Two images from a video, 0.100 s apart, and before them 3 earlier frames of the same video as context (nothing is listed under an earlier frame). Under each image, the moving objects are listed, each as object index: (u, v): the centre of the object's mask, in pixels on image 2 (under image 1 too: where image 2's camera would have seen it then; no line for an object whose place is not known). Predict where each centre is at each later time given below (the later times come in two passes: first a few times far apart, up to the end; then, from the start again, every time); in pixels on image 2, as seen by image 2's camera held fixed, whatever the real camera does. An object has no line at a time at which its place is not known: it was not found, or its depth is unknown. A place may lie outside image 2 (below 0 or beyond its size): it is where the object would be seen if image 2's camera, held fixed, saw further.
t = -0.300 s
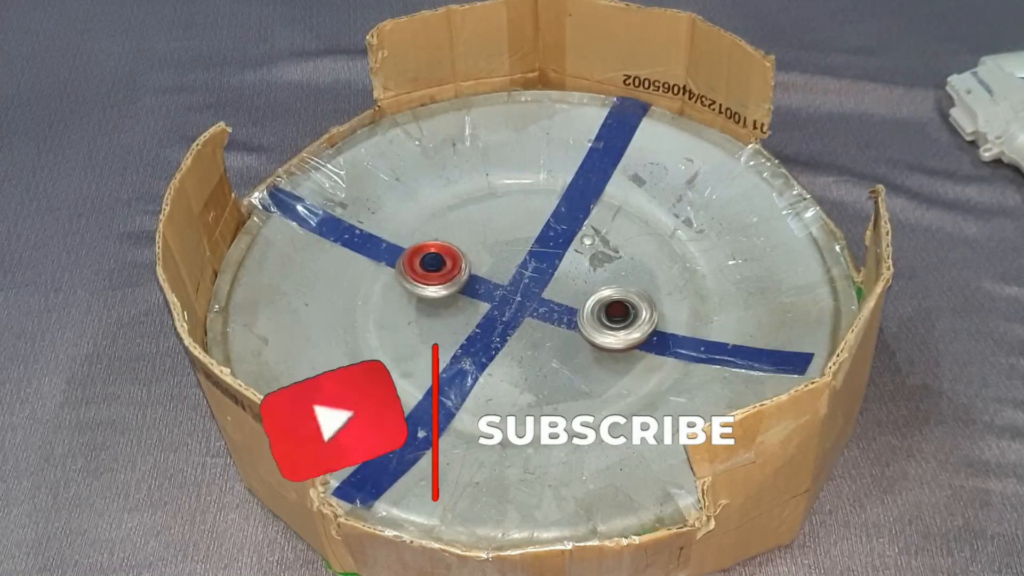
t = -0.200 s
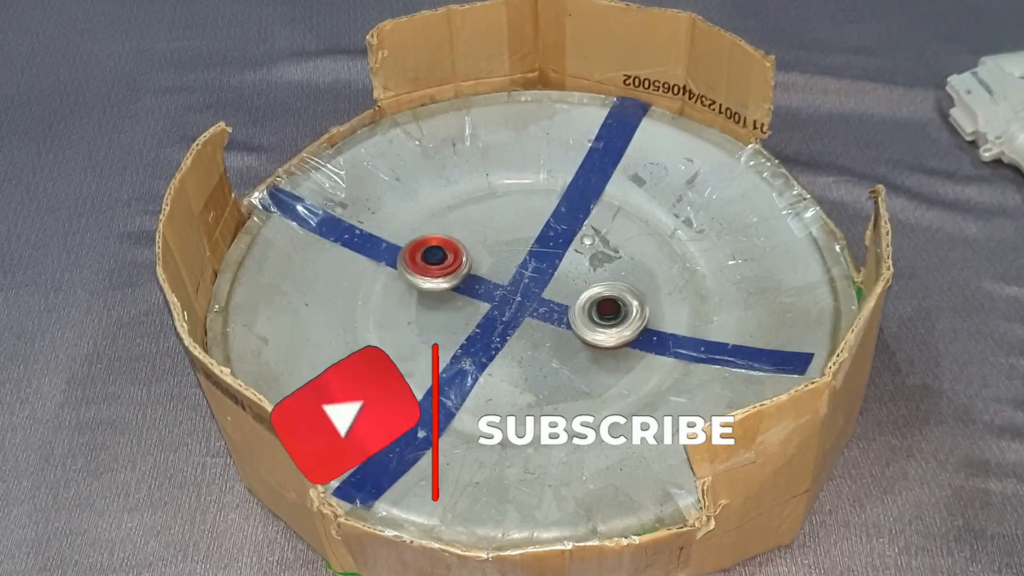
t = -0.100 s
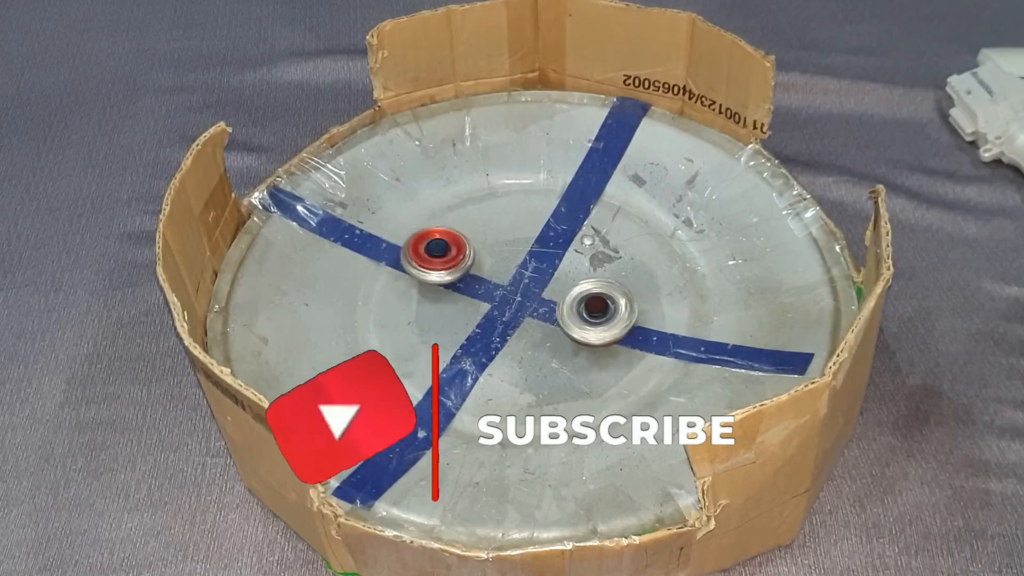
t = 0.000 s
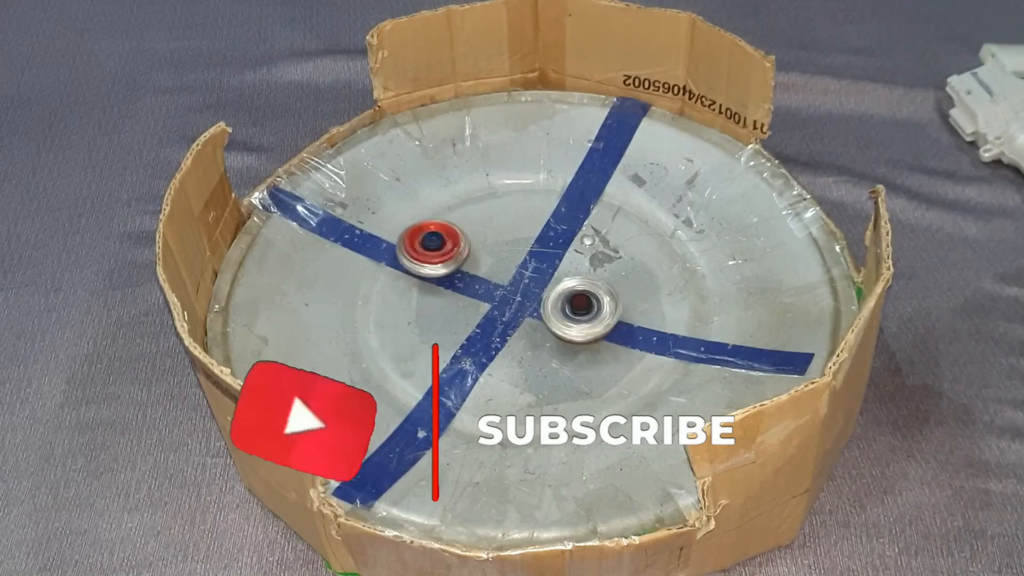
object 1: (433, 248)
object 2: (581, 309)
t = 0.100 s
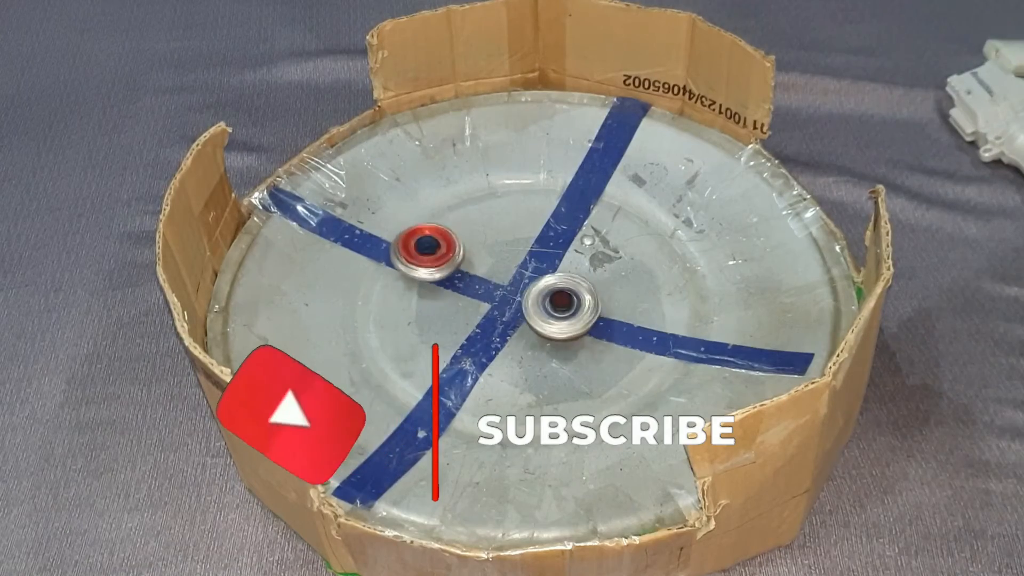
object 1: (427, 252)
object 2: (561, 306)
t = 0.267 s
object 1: (440, 254)
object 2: (532, 303)
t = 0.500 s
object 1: (464, 252)
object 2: (489, 297)
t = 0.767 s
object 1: (480, 248)
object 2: (446, 314)
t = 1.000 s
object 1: (484, 261)
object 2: (423, 323)
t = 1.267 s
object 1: (513, 270)
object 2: (409, 317)
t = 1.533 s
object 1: (515, 270)
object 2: (408, 294)
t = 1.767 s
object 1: (513, 281)
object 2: (412, 266)
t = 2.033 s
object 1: (508, 285)
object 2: (427, 236)
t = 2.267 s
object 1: (510, 288)
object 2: (440, 225)
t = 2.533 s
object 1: (508, 289)
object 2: (457, 228)
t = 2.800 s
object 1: (526, 282)
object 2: (455, 235)
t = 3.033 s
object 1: (551, 286)
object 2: (453, 235)
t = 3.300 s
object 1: (565, 295)
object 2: (461, 249)
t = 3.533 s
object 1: (570, 307)
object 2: (479, 263)
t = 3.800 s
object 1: (571, 308)
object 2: (502, 268)
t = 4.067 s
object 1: (564, 312)
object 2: (516, 263)
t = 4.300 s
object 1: (596, 345)
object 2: (465, 206)
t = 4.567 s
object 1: (605, 345)
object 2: (434, 207)
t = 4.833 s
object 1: (575, 340)
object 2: (425, 246)
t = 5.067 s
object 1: (554, 329)
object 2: (458, 279)
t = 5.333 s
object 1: (558, 313)
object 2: (454, 249)
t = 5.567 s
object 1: (531, 288)
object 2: (443, 221)
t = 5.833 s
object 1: (507, 257)
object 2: (433, 222)
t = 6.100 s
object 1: (499, 230)
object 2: (426, 244)
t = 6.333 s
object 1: (508, 216)
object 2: (434, 272)
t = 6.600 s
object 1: (511, 226)
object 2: (477, 279)
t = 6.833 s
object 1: (511, 231)
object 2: (489, 281)
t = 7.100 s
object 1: (492, 234)
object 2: (479, 286)
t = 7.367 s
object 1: (459, 243)
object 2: (473, 301)
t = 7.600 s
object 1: (437, 255)
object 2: (473, 300)
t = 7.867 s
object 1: (405, 253)
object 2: (480, 298)
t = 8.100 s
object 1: (400, 254)
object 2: (472, 285)
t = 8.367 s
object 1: (423, 252)
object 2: (479, 283)
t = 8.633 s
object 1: (448, 251)
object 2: (506, 277)
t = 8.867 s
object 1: (445, 247)
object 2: (534, 270)
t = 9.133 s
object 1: (463, 253)
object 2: (523, 283)
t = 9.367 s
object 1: (465, 256)
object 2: (533, 311)
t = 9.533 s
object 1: (478, 260)
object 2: (542, 317)
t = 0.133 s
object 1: (429, 254)
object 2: (554, 305)
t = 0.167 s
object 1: (432, 254)
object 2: (548, 304)
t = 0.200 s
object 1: (435, 255)
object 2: (542, 304)
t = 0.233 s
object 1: (438, 255)
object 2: (537, 304)
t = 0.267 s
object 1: (440, 254)
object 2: (532, 303)
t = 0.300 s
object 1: (442, 254)
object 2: (525, 301)
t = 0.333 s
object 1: (445, 255)
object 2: (520, 300)
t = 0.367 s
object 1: (447, 255)
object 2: (513, 299)
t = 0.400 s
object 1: (451, 256)
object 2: (507, 298)
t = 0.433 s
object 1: (455, 255)
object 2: (501, 298)
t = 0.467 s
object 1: (458, 253)
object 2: (495, 298)
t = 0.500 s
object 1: (464, 252)
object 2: (489, 297)
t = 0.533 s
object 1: (468, 251)
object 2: (484, 299)
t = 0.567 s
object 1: (471, 251)
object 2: (478, 300)
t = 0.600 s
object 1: (473, 252)
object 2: (472, 303)
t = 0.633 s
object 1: (476, 252)
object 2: (467, 305)
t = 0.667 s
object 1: (478, 251)
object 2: (462, 307)
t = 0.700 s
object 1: (478, 250)
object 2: (456, 309)
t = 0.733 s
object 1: (479, 249)
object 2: (451, 312)
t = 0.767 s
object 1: (480, 248)
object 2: (446, 314)
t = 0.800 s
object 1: (481, 249)
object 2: (442, 316)
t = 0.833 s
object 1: (482, 249)
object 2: (438, 317)
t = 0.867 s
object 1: (482, 251)
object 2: (435, 318)
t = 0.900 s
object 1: (482, 253)
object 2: (432, 320)
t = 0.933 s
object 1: (483, 257)
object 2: (429, 321)
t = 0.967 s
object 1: (483, 259)
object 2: (426, 322)
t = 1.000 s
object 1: (484, 261)
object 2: (423, 323)
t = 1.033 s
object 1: (485, 262)
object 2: (420, 323)
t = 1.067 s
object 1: (489, 264)
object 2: (418, 323)
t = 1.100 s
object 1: (494, 267)
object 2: (416, 321)
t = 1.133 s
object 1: (500, 269)
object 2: (413, 321)
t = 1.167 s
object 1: (505, 270)
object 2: (412, 320)
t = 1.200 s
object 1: (509, 269)
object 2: (411, 319)
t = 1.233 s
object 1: (511, 270)
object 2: (410, 318)
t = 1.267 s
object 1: (513, 270)
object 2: (409, 317)
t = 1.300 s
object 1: (514, 270)
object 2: (408, 315)
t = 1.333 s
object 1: (514, 270)
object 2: (408, 313)
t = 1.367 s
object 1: (514, 270)
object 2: (408, 311)
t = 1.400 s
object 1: (514, 272)
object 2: (408, 307)
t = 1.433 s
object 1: (516, 273)
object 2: (408, 304)
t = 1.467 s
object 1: (518, 272)
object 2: (408, 301)
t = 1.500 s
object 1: (518, 270)
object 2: (408, 298)
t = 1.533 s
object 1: (515, 270)
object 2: (408, 294)
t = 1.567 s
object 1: (513, 272)
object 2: (408, 291)
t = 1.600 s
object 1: (514, 273)
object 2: (407, 288)
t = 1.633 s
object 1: (514, 275)
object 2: (408, 285)
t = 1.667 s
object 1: (513, 277)
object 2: (408, 280)
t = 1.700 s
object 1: (513, 279)
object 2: (409, 275)
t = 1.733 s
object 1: (513, 280)
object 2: (410, 271)
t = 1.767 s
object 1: (513, 281)
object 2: (412, 266)
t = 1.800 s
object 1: (514, 281)
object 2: (413, 263)
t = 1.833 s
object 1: (513, 280)
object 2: (414, 258)
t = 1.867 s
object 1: (511, 280)
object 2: (415, 255)
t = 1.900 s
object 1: (511, 282)
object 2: (416, 250)
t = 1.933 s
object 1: (510, 283)
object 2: (419, 246)
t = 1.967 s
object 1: (509, 285)
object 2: (421, 242)
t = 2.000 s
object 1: (509, 285)
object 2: (424, 239)
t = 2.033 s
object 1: (508, 285)
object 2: (427, 236)
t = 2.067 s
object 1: (507, 287)
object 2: (429, 234)
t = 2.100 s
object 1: (507, 289)
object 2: (431, 231)
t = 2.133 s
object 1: (507, 291)
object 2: (432, 229)
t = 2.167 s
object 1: (508, 292)
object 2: (433, 227)
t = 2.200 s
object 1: (509, 293)
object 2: (436, 226)
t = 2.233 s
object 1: (510, 290)
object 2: (438, 225)
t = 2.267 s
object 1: (510, 288)
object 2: (440, 225)
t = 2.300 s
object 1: (508, 286)
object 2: (442, 224)
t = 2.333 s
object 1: (507, 285)
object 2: (444, 224)
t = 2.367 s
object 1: (507, 286)
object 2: (446, 225)
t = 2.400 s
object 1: (507, 287)
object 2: (448, 225)
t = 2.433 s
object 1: (508, 288)
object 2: (450, 226)
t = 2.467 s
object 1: (507, 288)
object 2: (452, 226)
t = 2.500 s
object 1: (507, 289)
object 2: (455, 227)
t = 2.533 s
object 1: (508, 289)
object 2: (457, 228)
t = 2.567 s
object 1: (509, 288)
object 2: (459, 229)
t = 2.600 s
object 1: (509, 288)
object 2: (461, 230)
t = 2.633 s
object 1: (509, 288)
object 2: (463, 233)
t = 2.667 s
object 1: (509, 286)
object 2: (467, 235)
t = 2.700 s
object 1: (510, 285)
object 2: (466, 237)
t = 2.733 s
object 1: (514, 284)
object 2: (464, 237)
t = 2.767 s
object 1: (519, 283)
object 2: (459, 237)
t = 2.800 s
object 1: (526, 282)
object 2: (455, 235)
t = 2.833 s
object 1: (532, 283)
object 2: (454, 235)
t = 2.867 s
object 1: (536, 284)
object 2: (454, 234)
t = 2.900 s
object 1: (540, 284)
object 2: (453, 234)
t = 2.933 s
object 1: (542, 286)
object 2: (453, 233)
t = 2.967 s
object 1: (546, 287)
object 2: (453, 234)
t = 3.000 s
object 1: (549, 286)
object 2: (453, 235)
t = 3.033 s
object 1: (551, 286)
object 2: (453, 235)
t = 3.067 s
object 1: (554, 289)
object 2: (453, 237)
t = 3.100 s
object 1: (557, 290)
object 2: (454, 237)
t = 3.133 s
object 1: (558, 291)
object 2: (456, 239)
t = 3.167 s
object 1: (560, 293)
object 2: (457, 242)
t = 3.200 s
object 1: (563, 292)
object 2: (458, 243)
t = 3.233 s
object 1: (564, 292)
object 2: (460, 246)
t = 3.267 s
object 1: (564, 294)
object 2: (460, 247)
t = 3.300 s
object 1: (565, 295)
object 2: (461, 249)
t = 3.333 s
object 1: (566, 296)
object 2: (463, 251)
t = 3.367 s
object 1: (566, 297)
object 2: (465, 254)
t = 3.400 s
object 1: (567, 299)
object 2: (467, 256)
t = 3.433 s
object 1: (568, 301)
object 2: (470, 258)
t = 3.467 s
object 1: (567, 303)
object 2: (472, 260)
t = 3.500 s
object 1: (568, 305)
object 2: (476, 262)
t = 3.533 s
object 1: (570, 307)
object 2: (479, 263)
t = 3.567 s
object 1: (571, 309)
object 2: (483, 264)
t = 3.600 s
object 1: (573, 311)
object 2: (486, 265)
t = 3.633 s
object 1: (576, 311)
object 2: (489, 266)
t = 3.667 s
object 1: (577, 309)
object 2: (492, 266)
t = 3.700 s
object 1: (577, 308)
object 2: (496, 267)
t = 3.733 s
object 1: (575, 307)
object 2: (498, 268)
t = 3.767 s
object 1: (573, 307)
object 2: (501, 268)
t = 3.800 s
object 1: (571, 308)
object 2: (502, 268)
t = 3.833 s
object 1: (570, 309)
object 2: (505, 268)
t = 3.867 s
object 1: (568, 310)
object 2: (507, 268)
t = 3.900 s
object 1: (566, 311)
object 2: (509, 267)
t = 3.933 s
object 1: (565, 312)
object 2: (510, 266)
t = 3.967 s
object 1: (565, 312)
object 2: (512, 266)
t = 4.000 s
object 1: (566, 313)
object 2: (512, 264)
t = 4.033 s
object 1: (566, 314)
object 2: (514, 263)
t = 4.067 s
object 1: (564, 312)
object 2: (516, 263)
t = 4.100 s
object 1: (563, 312)
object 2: (515, 259)
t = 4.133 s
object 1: (577, 326)
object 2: (496, 243)
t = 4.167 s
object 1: (587, 335)
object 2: (485, 228)
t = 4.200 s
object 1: (592, 339)
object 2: (479, 219)
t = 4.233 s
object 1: (595, 340)
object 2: (473, 214)
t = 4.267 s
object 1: (594, 342)
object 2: (469, 209)
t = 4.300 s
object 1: (596, 345)
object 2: (465, 206)
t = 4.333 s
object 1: (599, 345)
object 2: (460, 204)
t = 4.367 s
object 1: (601, 347)
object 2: (457, 201)
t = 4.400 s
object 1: (604, 347)
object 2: (454, 200)
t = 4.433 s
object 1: (605, 347)
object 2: (448, 200)
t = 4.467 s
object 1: (606, 348)
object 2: (444, 200)
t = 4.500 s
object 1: (606, 347)
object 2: (440, 202)
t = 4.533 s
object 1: (605, 346)
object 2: (437, 204)
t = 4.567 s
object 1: (605, 345)
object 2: (434, 207)
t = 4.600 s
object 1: (602, 343)
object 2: (431, 211)
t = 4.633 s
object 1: (598, 341)
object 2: (426, 216)
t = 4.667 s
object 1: (593, 339)
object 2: (424, 221)
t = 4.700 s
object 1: (587, 339)
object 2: (423, 226)
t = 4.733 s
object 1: (583, 340)
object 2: (422, 231)
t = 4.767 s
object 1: (580, 340)
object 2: (422, 236)
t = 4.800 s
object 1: (577, 340)
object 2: (423, 241)
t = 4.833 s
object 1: (575, 340)
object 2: (425, 246)
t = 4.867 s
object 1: (571, 339)
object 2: (428, 252)
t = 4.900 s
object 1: (567, 339)
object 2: (431, 257)
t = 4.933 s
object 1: (565, 337)
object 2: (435, 262)
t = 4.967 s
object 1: (561, 335)
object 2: (440, 268)
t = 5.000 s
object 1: (558, 334)
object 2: (445, 272)
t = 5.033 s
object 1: (557, 331)
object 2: (451, 276)
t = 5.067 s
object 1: (554, 329)
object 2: (458, 279)
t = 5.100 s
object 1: (553, 325)
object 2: (465, 282)
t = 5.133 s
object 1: (549, 322)
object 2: (472, 285)
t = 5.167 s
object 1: (546, 319)
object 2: (482, 286)
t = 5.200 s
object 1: (551, 317)
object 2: (474, 276)
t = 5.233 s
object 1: (561, 320)
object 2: (463, 268)
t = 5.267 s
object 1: (563, 319)
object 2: (457, 261)
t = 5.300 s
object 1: (561, 316)
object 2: (454, 255)
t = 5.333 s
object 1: (558, 313)
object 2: (454, 249)
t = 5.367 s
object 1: (552, 310)
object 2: (453, 244)
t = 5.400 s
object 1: (549, 307)
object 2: (452, 240)
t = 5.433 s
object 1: (545, 302)
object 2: (451, 236)
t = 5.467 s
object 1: (542, 299)
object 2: (449, 231)
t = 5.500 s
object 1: (538, 295)
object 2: (447, 227)
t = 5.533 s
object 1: (534, 292)
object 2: (445, 224)
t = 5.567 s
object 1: (531, 288)
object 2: (443, 221)
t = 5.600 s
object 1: (526, 284)
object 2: (441, 219)
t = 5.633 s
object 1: (524, 280)
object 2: (439, 218)
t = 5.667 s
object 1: (521, 276)
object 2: (438, 217)
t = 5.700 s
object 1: (520, 272)
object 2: (436, 218)
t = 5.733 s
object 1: (516, 267)
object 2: (434, 218)
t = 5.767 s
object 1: (514, 265)
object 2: (434, 218)
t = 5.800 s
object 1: (511, 260)
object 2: (433, 220)
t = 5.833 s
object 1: (507, 257)
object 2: (433, 222)
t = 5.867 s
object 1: (505, 252)
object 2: (433, 225)
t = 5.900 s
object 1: (502, 249)
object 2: (430, 226)
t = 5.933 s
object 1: (505, 246)
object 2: (425, 229)
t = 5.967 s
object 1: (504, 242)
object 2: (423, 232)
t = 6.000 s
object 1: (504, 239)
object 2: (423, 234)
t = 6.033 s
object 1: (501, 236)
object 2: (422, 237)
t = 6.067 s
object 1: (501, 233)
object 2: (423, 240)
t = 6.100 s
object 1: (499, 230)
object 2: (426, 244)
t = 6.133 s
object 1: (499, 229)
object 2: (426, 247)
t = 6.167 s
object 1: (505, 223)
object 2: (422, 252)
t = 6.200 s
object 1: (506, 221)
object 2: (421, 258)
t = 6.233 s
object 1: (506, 219)
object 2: (424, 262)
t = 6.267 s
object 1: (507, 217)
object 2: (427, 265)
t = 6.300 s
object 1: (507, 216)
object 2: (430, 269)
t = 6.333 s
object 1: (508, 216)
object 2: (434, 272)
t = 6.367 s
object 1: (510, 216)
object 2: (438, 276)
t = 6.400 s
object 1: (510, 216)
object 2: (443, 278)
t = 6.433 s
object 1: (510, 216)
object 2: (448, 280)
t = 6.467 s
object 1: (510, 217)
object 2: (454, 282)
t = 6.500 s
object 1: (511, 220)
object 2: (460, 283)
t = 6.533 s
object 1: (511, 222)
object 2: (465, 282)
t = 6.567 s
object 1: (512, 224)
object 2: (472, 281)
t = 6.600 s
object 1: (511, 226)
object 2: (477, 279)
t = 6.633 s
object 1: (513, 228)
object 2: (483, 278)
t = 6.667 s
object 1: (514, 228)
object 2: (485, 279)
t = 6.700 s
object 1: (514, 226)
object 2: (489, 279)
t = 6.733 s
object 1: (512, 228)
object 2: (489, 280)
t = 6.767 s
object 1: (512, 229)
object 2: (490, 279)
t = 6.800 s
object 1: (512, 229)
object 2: (489, 281)
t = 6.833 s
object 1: (511, 231)
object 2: (489, 281)
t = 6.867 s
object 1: (509, 232)
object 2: (488, 282)
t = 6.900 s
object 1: (509, 228)
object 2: (484, 286)
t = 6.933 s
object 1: (507, 228)
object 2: (483, 289)
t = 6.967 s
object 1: (505, 228)
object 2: (483, 288)
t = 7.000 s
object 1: (502, 229)
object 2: (482, 287)
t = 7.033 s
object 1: (499, 230)
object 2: (481, 287)
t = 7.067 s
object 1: (495, 233)
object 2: (481, 286)
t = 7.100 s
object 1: (492, 234)
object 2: (479, 286)
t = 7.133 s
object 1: (490, 235)
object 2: (478, 286)
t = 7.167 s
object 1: (484, 232)
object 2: (479, 292)
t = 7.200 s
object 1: (480, 232)
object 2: (479, 297)
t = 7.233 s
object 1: (476, 234)
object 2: (478, 298)
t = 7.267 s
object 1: (471, 236)
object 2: (477, 299)
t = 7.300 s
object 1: (468, 238)
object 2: (477, 299)
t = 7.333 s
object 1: (464, 241)
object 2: (475, 300)
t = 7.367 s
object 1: (459, 243)
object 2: (473, 301)
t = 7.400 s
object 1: (457, 246)
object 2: (472, 302)
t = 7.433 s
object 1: (453, 248)
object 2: (470, 302)
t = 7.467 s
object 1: (451, 251)
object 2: (470, 302)
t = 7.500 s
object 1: (448, 253)
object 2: (471, 300)
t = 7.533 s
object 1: (444, 253)
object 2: (470, 301)
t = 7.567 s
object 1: (441, 254)
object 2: (473, 301)
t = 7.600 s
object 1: (437, 255)
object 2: (473, 300)
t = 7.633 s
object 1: (433, 256)
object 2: (470, 299)
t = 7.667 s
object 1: (430, 256)
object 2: (470, 299)
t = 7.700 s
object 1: (427, 257)
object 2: (471, 298)
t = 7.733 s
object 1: (425, 258)
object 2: (470, 297)
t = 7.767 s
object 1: (416, 256)
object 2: (476, 300)
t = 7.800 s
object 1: (413, 254)
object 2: (480, 300)
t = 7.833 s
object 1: (408, 254)
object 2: (480, 299)
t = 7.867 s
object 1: (405, 253)
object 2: (480, 298)
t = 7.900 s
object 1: (403, 254)
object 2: (480, 297)
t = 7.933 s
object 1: (400, 253)
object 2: (480, 295)
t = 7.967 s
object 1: (399, 253)
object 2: (480, 293)
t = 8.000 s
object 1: (398, 253)
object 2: (478, 291)
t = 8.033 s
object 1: (398, 253)
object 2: (476, 290)
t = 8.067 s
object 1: (399, 254)
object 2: (475, 287)
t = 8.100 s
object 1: (400, 254)
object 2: (472, 285)
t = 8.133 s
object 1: (403, 254)
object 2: (470, 283)
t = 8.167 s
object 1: (405, 254)
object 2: (468, 282)
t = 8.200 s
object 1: (407, 255)
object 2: (467, 282)
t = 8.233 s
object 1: (408, 254)
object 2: (470, 280)
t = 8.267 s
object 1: (412, 253)
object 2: (471, 281)
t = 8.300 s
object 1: (415, 254)
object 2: (472, 281)
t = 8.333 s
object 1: (418, 252)
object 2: (476, 282)
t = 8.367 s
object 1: (423, 252)
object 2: (479, 283)
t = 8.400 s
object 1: (424, 252)
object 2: (483, 285)
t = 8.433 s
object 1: (429, 252)
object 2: (487, 286)
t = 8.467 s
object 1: (432, 252)
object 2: (489, 286)
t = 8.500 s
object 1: (436, 251)
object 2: (491, 285)
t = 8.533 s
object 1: (440, 252)
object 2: (494, 285)
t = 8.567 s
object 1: (441, 251)
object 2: (500, 283)
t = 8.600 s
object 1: (446, 250)
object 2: (504, 280)
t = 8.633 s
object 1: (448, 251)
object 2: (506, 277)
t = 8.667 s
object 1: (445, 247)
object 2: (517, 277)
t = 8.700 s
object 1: (444, 245)
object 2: (527, 277)
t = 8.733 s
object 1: (443, 245)
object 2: (533, 276)
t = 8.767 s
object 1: (444, 244)
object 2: (535, 274)
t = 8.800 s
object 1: (444, 246)
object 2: (534, 272)
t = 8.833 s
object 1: (444, 246)
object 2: (534, 271)
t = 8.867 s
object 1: (445, 247)
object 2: (534, 270)
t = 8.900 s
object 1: (446, 248)
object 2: (533, 270)
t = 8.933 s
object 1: (448, 249)
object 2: (532, 270)
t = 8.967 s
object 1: (452, 252)
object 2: (530, 271)
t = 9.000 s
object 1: (454, 252)
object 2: (528, 271)
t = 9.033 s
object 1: (456, 253)
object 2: (525, 273)
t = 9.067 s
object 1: (458, 255)
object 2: (524, 275)
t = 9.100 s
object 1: (460, 254)
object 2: (521, 277)
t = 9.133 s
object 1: (463, 253)
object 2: (523, 283)
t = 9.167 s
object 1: (464, 255)
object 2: (524, 288)
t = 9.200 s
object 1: (464, 253)
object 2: (524, 293)
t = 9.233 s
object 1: (466, 254)
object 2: (525, 297)
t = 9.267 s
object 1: (464, 255)
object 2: (526, 302)
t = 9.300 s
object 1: (465, 254)
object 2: (528, 307)
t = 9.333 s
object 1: (466, 255)
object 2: (530, 309)
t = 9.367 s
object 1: (465, 256)
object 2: (533, 311)
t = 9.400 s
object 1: (467, 256)
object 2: (534, 314)
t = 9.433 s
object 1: (470, 257)
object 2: (535, 315)
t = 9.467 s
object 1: (473, 259)
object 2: (538, 317)
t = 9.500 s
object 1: (476, 258)
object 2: (540, 317)
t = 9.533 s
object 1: (478, 260)
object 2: (542, 317)
